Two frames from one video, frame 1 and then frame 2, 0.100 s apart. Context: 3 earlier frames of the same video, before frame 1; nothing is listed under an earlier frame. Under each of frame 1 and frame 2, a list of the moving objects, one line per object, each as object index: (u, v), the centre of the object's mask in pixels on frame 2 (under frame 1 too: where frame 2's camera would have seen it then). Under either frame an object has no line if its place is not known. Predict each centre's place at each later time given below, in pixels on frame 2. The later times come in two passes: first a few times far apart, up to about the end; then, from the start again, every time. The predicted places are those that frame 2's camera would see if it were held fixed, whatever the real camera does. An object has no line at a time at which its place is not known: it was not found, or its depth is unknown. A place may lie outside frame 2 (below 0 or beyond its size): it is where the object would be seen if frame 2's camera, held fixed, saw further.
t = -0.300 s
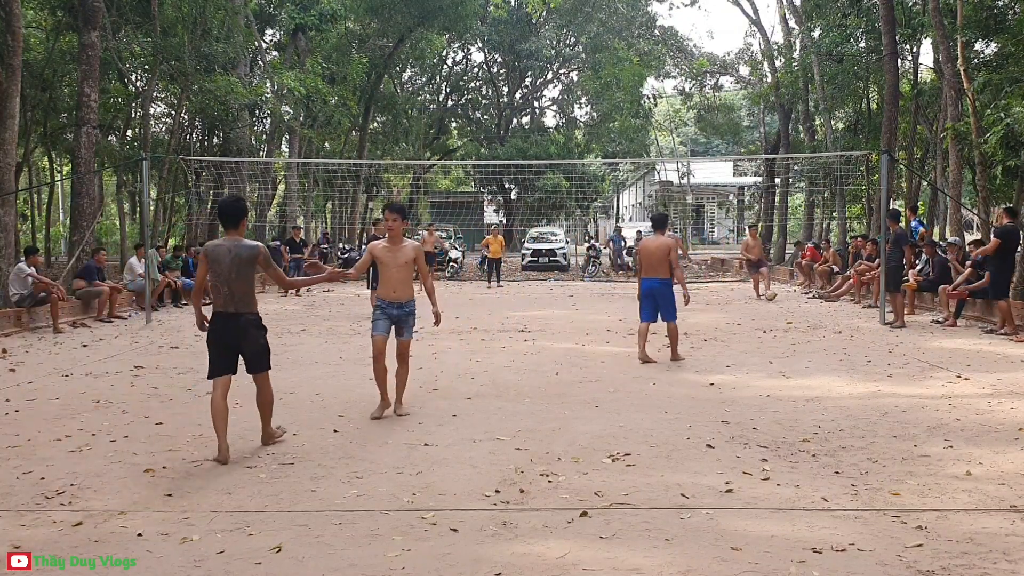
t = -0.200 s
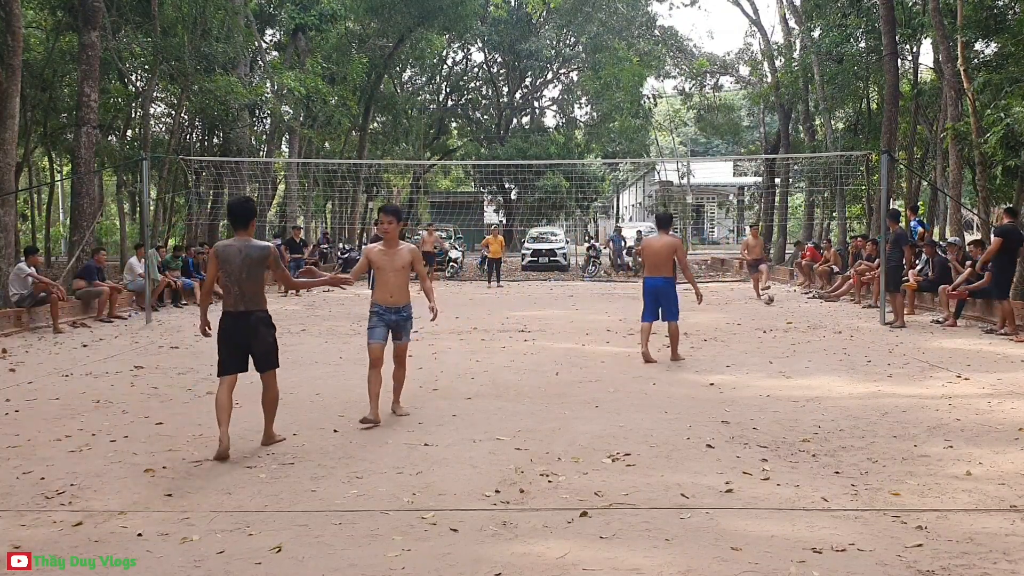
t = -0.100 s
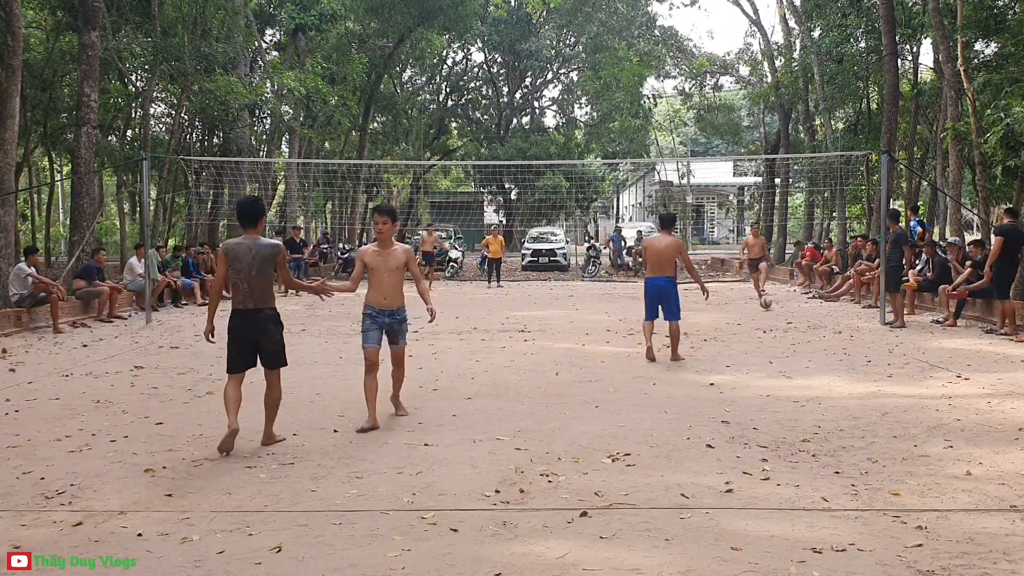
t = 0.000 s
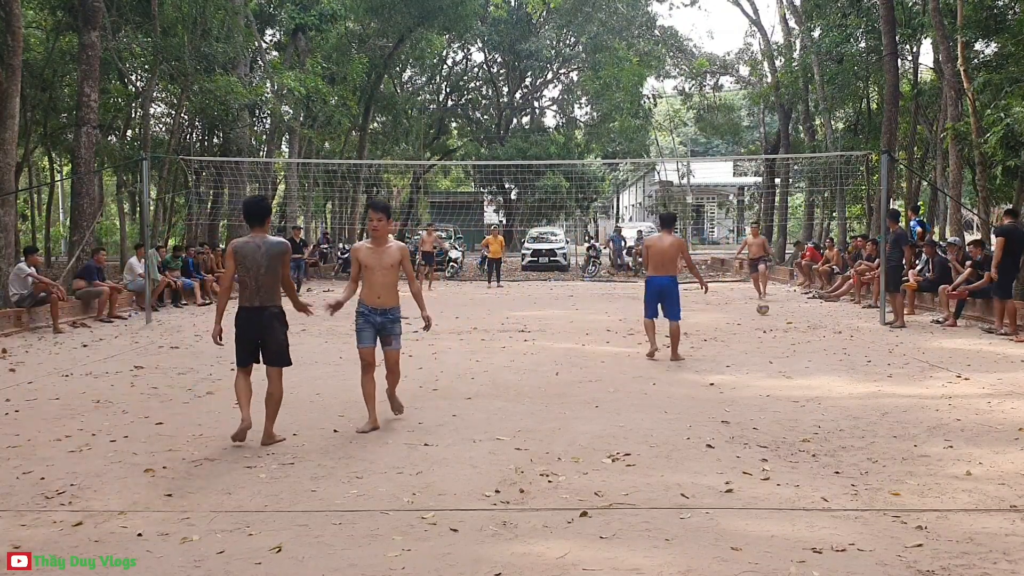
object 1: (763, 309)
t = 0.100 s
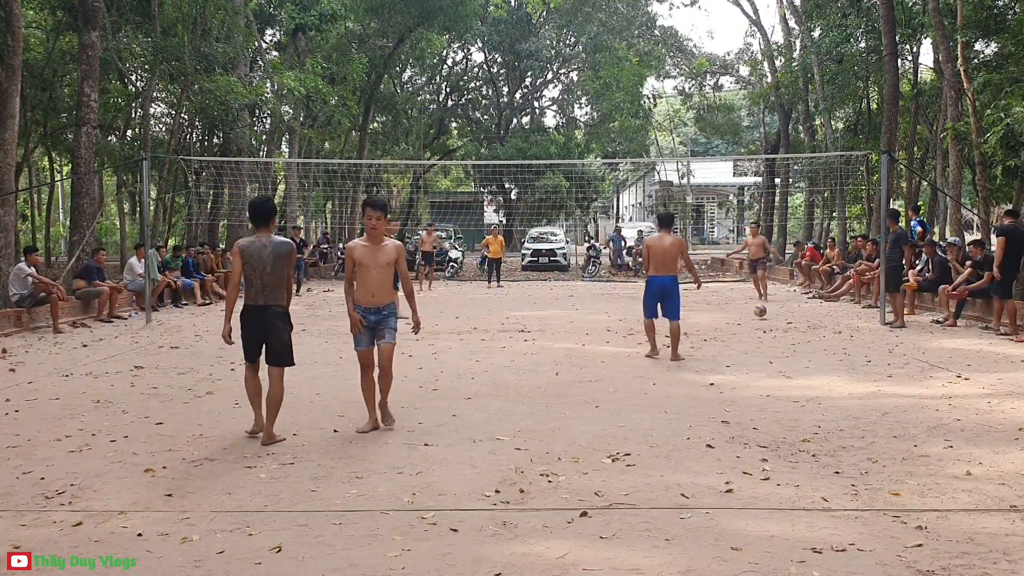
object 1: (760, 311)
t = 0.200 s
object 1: (758, 317)
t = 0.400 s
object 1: (750, 316)
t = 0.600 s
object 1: (741, 326)
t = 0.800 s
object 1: (730, 332)
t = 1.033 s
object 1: (715, 342)
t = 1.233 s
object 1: (702, 346)
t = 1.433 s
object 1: (690, 358)
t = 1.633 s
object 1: (681, 360)
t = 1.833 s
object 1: (672, 375)
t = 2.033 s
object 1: (660, 399)
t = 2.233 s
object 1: (644, 392)
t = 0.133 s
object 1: (759, 312)
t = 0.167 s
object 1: (759, 314)
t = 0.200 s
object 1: (758, 317)
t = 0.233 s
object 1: (756, 315)
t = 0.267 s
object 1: (755, 314)
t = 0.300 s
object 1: (754, 313)
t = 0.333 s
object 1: (753, 313)
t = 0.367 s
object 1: (751, 315)
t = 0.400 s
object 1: (750, 316)
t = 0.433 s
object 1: (749, 319)
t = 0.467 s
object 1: (747, 322)
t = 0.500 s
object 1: (746, 324)
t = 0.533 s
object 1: (744, 324)
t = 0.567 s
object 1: (743, 324)
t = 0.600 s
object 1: (741, 326)
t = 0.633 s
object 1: (740, 328)
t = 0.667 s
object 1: (738, 329)
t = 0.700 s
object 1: (736, 328)
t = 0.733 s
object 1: (734, 329)
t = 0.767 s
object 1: (732, 330)
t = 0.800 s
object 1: (730, 332)
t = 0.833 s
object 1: (728, 335)
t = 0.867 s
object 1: (726, 335)
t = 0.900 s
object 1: (724, 336)
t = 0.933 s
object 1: (722, 337)
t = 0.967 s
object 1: (720, 340)
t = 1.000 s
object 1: (718, 342)
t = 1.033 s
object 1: (715, 342)
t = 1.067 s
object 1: (713, 343)
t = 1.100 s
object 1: (711, 346)
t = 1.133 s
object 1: (709, 348)
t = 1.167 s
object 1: (707, 346)
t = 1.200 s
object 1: (705, 345)
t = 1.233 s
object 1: (702, 346)
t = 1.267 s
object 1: (700, 347)
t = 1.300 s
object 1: (698, 350)
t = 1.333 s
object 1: (696, 353)
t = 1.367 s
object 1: (693, 358)
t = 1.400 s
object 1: (691, 361)
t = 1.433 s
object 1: (690, 358)
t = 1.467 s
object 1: (689, 356)
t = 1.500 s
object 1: (688, 354)
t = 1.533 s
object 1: (686, 354)
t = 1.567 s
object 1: (685, 355)
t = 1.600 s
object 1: (683, 357)
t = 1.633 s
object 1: (681, 360)
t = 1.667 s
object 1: (680, 365)
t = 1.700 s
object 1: (678, 370)
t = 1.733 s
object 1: (677, 378)
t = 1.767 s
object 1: (675, 378)
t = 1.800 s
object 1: (674, 376)
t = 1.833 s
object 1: (672, 375)
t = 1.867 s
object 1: (670, 376)
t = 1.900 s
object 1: (668, 378)
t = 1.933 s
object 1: (666, 381)
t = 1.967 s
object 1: (664, 385)
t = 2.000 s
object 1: (662, 392)
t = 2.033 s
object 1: (660, 399)
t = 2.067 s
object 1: (658, 405)
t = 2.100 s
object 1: (655, 399)
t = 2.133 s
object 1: (652, 395)
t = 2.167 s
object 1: (650, 393)
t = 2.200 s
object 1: (647, 392)
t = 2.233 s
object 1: (644, 392)
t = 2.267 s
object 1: (641, 394)
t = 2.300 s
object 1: (639, 398)
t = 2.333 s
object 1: (636, 403)
